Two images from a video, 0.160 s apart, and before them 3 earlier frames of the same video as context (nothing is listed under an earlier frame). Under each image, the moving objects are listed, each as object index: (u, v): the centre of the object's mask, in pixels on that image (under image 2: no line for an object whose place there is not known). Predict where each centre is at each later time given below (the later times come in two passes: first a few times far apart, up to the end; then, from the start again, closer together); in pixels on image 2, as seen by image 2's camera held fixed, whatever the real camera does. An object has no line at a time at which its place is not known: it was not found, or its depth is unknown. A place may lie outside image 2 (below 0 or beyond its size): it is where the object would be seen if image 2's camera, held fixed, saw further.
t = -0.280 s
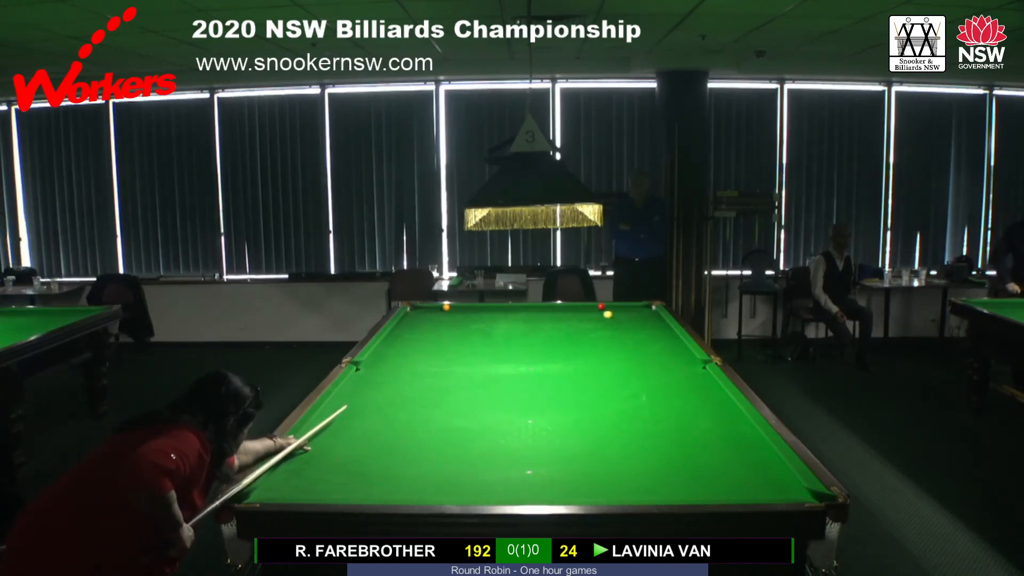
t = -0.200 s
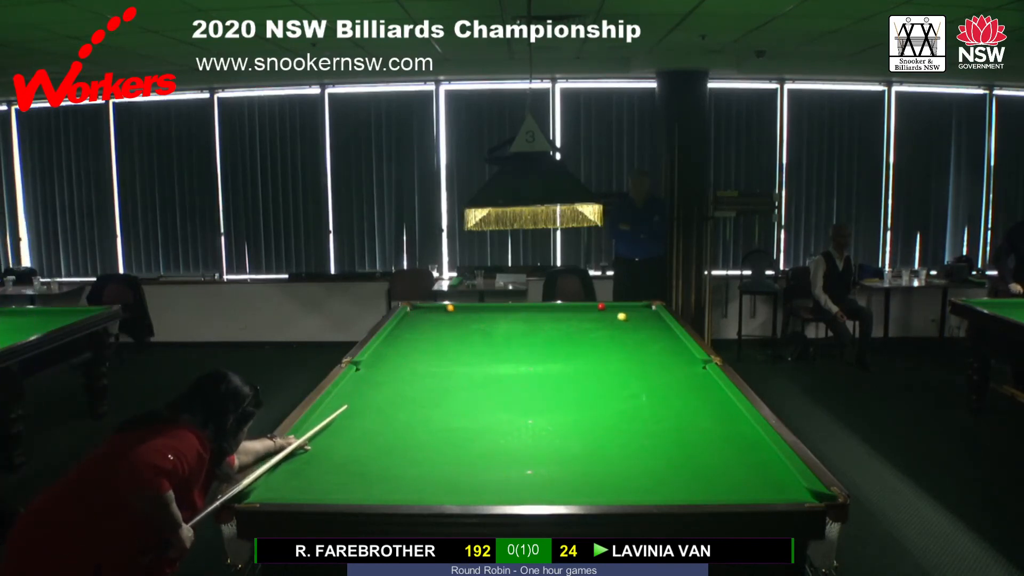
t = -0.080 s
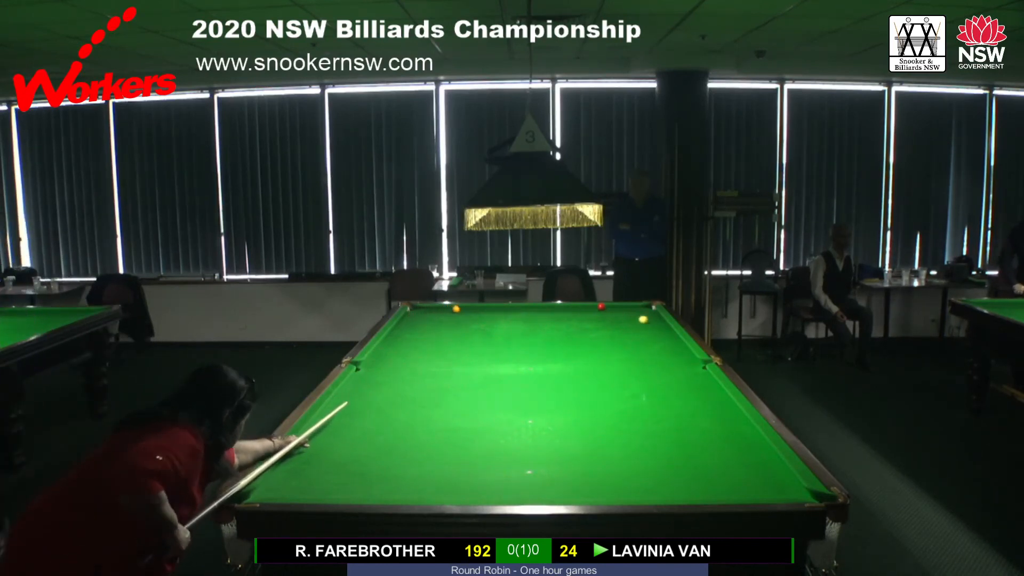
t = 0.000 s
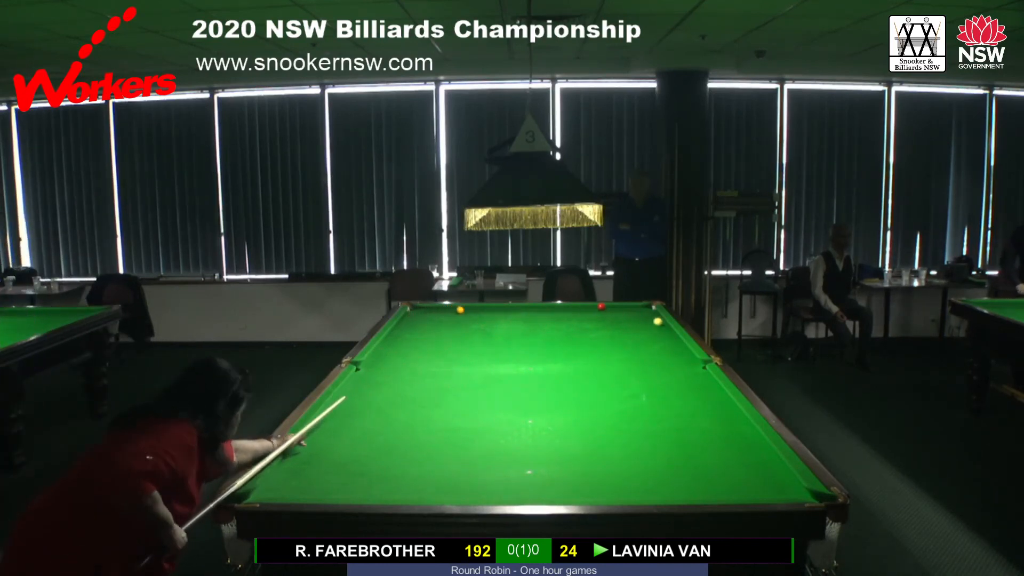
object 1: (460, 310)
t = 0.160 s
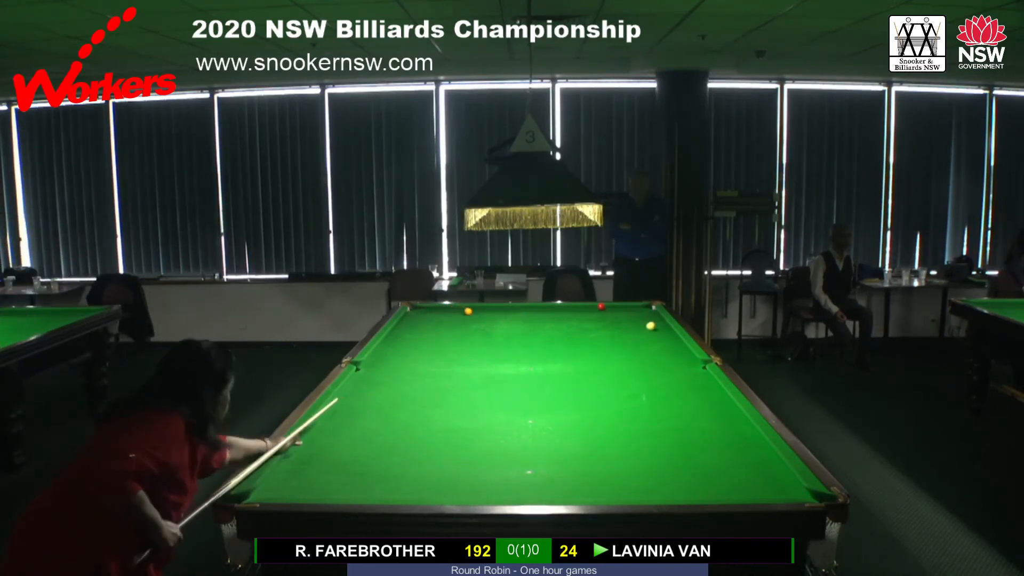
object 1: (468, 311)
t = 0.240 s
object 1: (472, 312)
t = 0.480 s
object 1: (483, 314)
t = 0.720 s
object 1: (495, 317)
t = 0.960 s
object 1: (506, 319)
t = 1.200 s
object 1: (516, 321)
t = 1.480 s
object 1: (528, 323)
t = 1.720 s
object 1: (538, 325)
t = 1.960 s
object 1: (547, 327)
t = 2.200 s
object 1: (555, 329)
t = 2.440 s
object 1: (564, 331)
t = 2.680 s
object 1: (571, 332)
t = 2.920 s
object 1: (578, 333)
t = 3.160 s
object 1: (584, 335)
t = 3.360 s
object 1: (590, 336)
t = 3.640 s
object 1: (596, 337)
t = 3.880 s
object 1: (600, 337)
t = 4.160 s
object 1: (605, 338)
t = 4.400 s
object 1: (607, 339)
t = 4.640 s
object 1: (609, 339)
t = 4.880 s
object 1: (610, 339)
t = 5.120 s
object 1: (611, 339)
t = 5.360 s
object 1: (611, 339)
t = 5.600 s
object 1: (611, 339)
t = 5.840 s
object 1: (611, 339)
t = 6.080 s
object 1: (611, 339)
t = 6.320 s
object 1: (611, 339)
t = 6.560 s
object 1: (611, 339)
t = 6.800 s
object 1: (611, 339)
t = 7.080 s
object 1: (611, 339)
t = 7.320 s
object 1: (611, 339)
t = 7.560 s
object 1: (611, 339)
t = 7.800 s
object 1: (611, 339)
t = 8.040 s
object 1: (611, 339)
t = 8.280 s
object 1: (611, 339)
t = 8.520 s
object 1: (611, 339)
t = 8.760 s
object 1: (611, 339)
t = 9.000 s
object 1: (611, 339)
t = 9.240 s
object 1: (611, 339)
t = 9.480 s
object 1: (611, 339)
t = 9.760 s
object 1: (611, 339)
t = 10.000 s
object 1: (611, 339)
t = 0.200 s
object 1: (470, 312)
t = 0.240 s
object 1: (472, 312)
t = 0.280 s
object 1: (474, 312)
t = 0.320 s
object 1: (476, 313)
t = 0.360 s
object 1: (477, 313)
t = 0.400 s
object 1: (479, 313)
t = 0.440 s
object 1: (482, 314)
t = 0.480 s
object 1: (483, 314)
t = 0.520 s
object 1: (485, 315)
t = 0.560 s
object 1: (487, 315)
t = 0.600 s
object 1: (489, 316)
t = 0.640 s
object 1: (491, 316)
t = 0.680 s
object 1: (493, 316)
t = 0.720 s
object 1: (495, 317)
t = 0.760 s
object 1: (496, 317)
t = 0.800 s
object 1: (499, 317)
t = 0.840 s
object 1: (500, 318)
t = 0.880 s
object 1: (502, 318)
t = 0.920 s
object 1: (504, 318)
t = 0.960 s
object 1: (506, 319)
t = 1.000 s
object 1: (507, 319)
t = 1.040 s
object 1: (509, 320)
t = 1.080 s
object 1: (511, 320)
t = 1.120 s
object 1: (513, 320)
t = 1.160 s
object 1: (515, 321)
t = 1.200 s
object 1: (516, 321)
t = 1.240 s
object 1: (518, 321)
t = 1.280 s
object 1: (520, 322)
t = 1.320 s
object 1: (521, 322)
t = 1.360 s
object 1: (523, 322)
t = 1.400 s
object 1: (525, 323)
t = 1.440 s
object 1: (526, 323)
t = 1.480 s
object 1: (528, 323)
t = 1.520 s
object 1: (530, 324)
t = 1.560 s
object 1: (531, 324)
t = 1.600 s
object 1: (533, 325)
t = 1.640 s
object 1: (534, 325)
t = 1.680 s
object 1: (536, 325)
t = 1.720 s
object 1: (538, 325)
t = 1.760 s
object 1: (539, 326)
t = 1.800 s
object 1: (541, 326)
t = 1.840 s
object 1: (542, 326)
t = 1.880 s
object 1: (544, 327)
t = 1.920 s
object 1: (545, 327)
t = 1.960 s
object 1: (547, 327)
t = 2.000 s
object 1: (548, 328)
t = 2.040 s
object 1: (550, 328)
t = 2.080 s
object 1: (551, 328)
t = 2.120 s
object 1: (552, 329)
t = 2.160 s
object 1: (554, 329)
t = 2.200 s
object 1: (555, 329)
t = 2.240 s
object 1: (557, 329)
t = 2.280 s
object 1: (558, 330)
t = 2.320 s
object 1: (559, 330)
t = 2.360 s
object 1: (561, 330)
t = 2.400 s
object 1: (562, 331)
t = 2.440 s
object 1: (564, 331)
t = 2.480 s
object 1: (565, 331)
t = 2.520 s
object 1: (566, 331)
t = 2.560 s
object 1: (567, 332)
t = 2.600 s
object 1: (569, 332)
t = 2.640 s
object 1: (570, 332)
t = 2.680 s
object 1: (571, 332)
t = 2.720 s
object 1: (572, 332)
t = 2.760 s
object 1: (573, 333)
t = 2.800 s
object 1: (575, 333)
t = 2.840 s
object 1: (576, 333)
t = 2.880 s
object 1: (577, 333)
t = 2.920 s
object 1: (578, 333)
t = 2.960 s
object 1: (579, 334)
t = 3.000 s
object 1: (580, 334)
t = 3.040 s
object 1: (581, 334)
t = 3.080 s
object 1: (582, 334)
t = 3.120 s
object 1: (584, 335)
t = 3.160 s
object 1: (584, 335)
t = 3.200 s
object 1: (585, 335)
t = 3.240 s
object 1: (587, 335)
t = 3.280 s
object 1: (588, 335)
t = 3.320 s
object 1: (589, 335)
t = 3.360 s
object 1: (590, 336)
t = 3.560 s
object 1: (594, 336)
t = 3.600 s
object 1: (595, 336)
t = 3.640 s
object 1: (596, 337)
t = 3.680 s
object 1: (597, 337)
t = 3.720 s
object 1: (597, 337)
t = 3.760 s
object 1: (598, 337)
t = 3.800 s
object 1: (599, 337)
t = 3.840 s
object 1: (600, 337)
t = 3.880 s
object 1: (600, 337)
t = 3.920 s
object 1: (601, 338)
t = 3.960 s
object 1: (602, 338)
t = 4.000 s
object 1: (602, 338)
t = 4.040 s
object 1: (603, 338)
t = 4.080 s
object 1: (604, 338)
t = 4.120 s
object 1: (604, 338)
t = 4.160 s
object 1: (605, 338)
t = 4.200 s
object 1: (605, 338)
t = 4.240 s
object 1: (606, 338)
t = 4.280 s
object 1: (606, 338)
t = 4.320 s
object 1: (607, 339)
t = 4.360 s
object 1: (607, 339)
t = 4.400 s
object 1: (607, 339)
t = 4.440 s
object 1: (608, 339)
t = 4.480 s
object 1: (608, 339)
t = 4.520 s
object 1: (608, 339)
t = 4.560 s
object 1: (609, 339)
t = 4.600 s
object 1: (609, 339)
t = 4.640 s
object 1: (609, 339)
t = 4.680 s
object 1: (609, 339)
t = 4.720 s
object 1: (610, 339)
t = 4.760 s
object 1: (610, 339)
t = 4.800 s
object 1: (610, 339)
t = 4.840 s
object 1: (610, 339)
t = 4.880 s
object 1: (610, 339)
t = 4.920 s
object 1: (611, 339)
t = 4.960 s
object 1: (611, 339)
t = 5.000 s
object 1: (611, 339)
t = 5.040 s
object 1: (611, 339)
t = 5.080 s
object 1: (611, 339)
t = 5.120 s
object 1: (611, 339)
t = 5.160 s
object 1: (611, 339)
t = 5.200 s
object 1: (611, 339)
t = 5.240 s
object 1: (611, 339)
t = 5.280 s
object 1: (611, 339)
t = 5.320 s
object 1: (611, 339)
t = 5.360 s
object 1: (611, 339)
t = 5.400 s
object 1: (611, 339)
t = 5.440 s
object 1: (611, 339)
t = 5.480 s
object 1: (611, 339)
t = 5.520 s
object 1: (611, 339)
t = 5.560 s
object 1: (611, 339)
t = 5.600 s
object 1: (611, 339)
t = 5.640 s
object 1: (611, 339)
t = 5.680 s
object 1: (611, 339)
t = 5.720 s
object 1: (611, 339)
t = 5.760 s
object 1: (611, 339)
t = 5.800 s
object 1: (611, 339)
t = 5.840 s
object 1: (611, 339)
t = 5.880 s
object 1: (611, 339)
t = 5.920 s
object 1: (611, 339)
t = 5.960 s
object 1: (611, 339)
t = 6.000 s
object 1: (611, 339)
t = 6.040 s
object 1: (611, 339)
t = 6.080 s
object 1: (611, 339)
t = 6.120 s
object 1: (611, 339)
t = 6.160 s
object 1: (611, 339)
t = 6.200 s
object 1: (611, 339)
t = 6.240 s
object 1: (611, 339)
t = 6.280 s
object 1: (611, 339)
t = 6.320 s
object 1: (611, 339)
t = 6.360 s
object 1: (611, 339)
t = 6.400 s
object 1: (611, 339)
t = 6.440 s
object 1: (611, 339)
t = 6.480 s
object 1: (611, 339)
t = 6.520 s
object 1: (611, 339)
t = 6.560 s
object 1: (611, 339)
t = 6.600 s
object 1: (611, 339)
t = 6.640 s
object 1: (611, 339)
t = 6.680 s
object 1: (611, 339)
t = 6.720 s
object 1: (611, 339)
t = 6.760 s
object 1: (611, 339)
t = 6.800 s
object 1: (611, 339)
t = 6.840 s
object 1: (611, 339)
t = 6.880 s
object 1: (611, 339)
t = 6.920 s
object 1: (611, 339)
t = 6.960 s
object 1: (611, 339)
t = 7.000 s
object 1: (611, 339)
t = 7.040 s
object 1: (611, 339)
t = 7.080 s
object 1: (611, 339)
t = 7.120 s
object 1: (611, 339)
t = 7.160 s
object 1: (611, 339)
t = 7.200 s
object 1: (611, 339)
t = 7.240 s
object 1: (611, 339)
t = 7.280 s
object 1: (611, 339)
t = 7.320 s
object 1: (611, 339)
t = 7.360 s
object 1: (611, 339)
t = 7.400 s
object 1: (611, 339)
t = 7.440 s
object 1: (611, 339)
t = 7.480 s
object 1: (611, 339)
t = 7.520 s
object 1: (611, 339)
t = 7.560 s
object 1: (611, 339)
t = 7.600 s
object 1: (611, 339)
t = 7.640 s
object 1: (611, 339)
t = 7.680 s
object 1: (611, 339)
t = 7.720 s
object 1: (611, 339)
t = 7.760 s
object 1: (611, 339)
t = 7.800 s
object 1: (611, 339)
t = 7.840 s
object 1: (611, 339)
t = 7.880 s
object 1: (611, 339)
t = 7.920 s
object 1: (611, 339)
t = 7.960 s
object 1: (611, 339)
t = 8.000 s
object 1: (611, 339)
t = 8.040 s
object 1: (611, 339)
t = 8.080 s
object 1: (611, 339)
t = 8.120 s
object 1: (611, 339)
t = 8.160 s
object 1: (611, 339)
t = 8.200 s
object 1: (611, 339)
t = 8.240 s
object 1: (611, 339)
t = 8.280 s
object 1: (611, 339)
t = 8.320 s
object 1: (611, 339)
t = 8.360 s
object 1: (611, 339)
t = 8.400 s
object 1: (611, 339)
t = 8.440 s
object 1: (611, 339)
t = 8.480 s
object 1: (611, 339)
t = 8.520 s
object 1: (611, 339)
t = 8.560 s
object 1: (611, 339)
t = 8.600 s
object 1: (611, 339)
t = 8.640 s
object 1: (611, 339)
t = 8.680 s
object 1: (611, 339)
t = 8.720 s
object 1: (611, 339)
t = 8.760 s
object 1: (611, 339)
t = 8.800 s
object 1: (611, 339)
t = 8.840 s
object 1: (611, 339)
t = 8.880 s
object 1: (611, 339)
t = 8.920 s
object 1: (611, 339)
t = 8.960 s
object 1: (611, 339)
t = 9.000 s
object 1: (611, 339)
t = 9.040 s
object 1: (611, 339)
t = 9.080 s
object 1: (611, 339)
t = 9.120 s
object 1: (611, 339)
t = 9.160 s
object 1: (611, 339)
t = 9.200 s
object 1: (611, 339)
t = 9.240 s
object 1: (611, 339)
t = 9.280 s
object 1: (611, 339)
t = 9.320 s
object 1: (611, 339)
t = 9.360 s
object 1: (611, 339)
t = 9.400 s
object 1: (611, 339)
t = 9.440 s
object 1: (611, 339)
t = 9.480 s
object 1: (611, 339)
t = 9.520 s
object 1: (611, 339)
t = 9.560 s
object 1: (611, 339)
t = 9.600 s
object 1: (611, 339)
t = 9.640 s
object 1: (611, 339)
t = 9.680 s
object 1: (611, 339)
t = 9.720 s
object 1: (611, 339)
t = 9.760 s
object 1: (611, 339)
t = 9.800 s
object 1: (611, 339)
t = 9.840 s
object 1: (611, 339)
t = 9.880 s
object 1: (611, 339)
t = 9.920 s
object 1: (611, 339)
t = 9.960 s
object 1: (611, 339)
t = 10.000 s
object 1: (611, 339)
